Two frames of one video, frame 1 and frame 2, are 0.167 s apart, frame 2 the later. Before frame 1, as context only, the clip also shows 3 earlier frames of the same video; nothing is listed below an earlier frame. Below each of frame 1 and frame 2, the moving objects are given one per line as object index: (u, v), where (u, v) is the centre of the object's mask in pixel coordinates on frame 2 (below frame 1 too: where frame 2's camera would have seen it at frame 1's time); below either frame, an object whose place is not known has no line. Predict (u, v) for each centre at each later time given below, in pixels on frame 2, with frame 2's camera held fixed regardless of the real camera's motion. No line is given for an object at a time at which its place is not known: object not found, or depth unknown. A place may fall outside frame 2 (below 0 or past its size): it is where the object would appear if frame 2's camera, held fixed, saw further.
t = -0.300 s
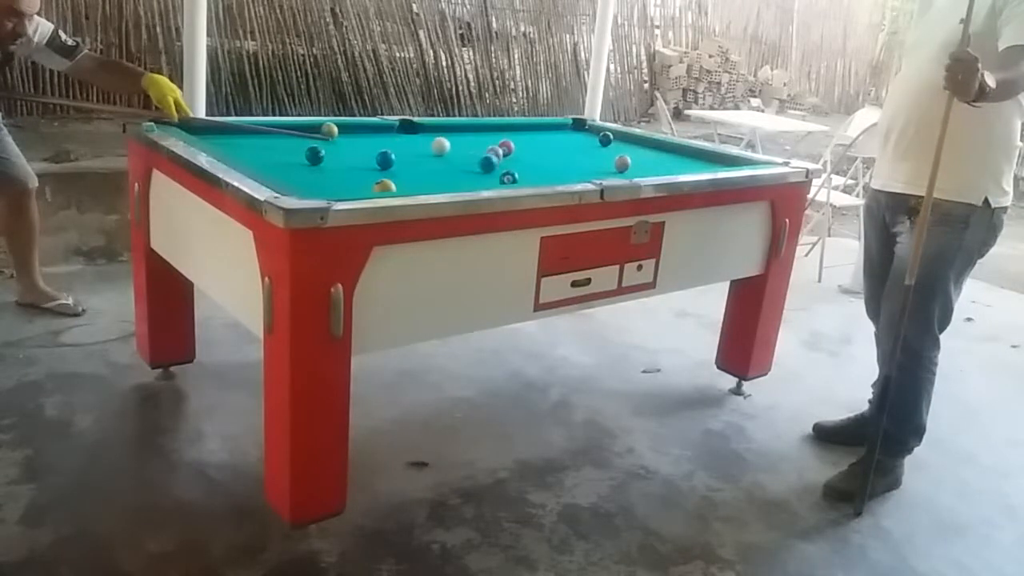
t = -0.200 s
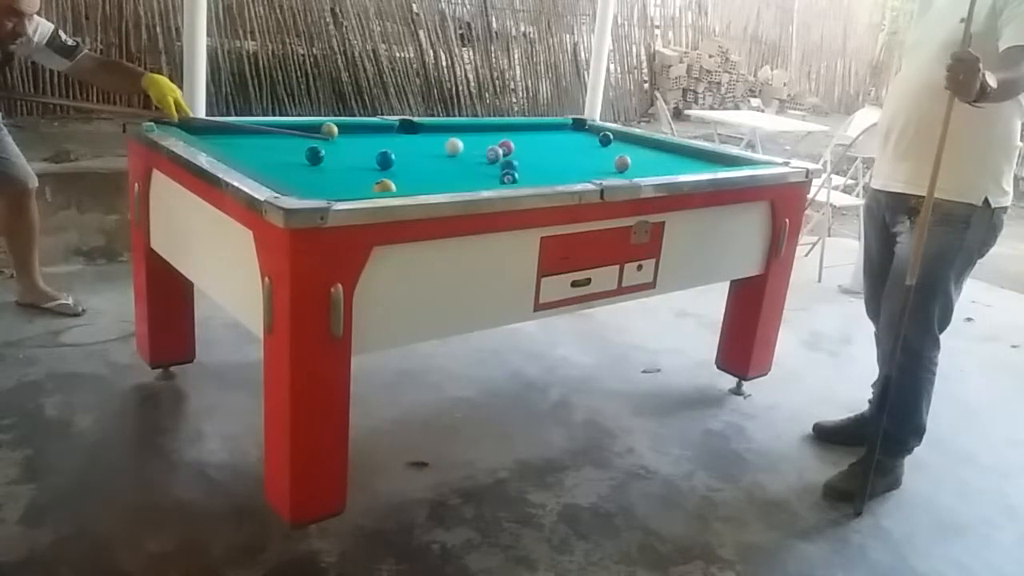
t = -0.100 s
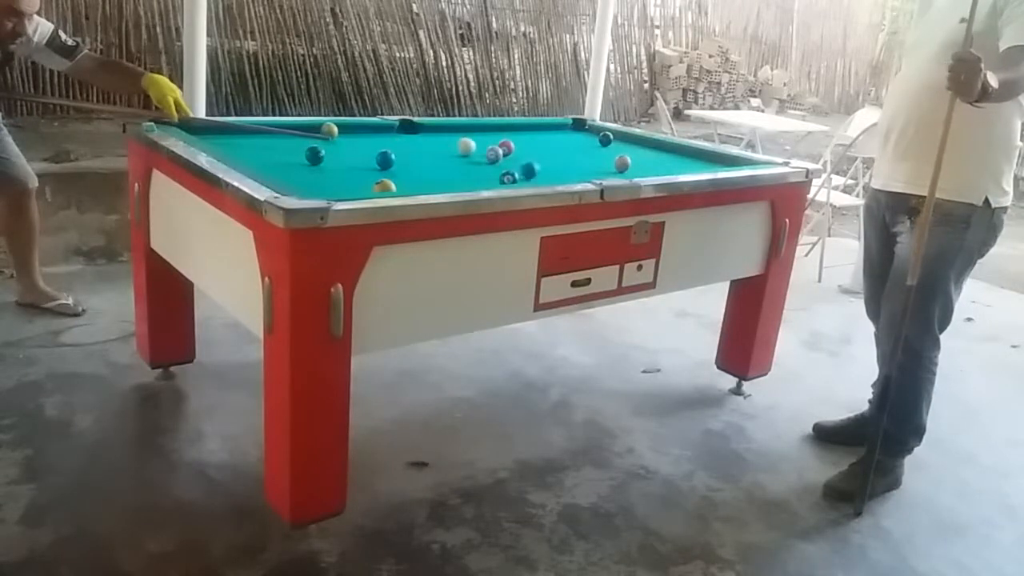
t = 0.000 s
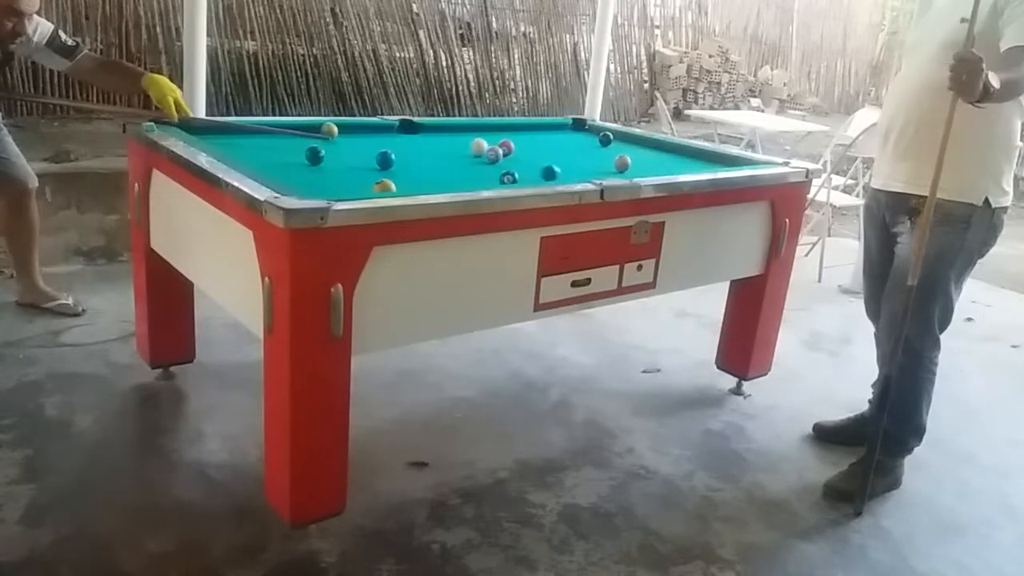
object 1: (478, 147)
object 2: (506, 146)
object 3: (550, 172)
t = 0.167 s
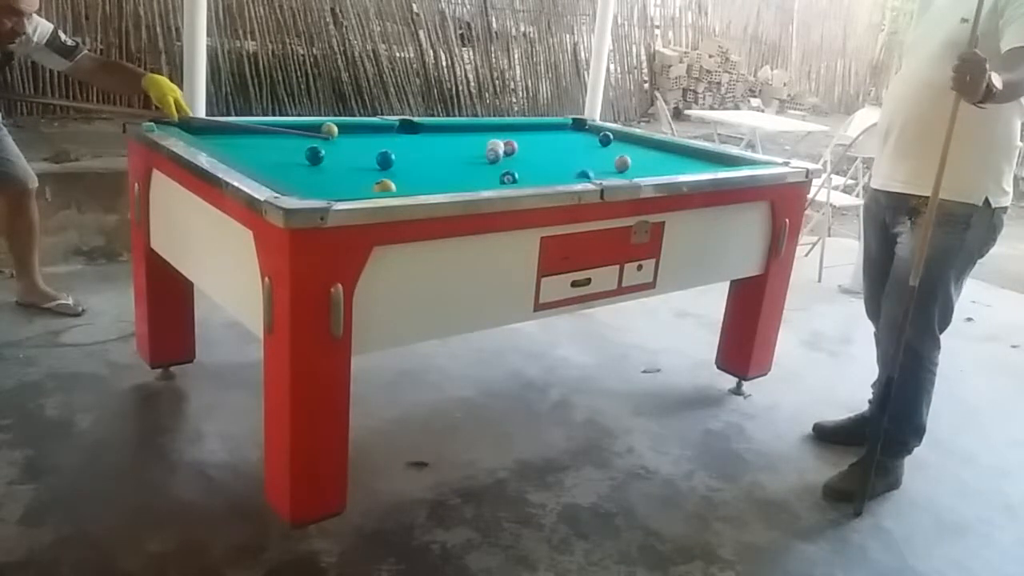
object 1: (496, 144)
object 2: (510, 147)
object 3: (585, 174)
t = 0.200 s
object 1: (498, 144)
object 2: (512, 147)
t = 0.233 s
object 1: (500, 145)
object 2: (513, 147)
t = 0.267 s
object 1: (501, 146)
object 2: (515, 147)
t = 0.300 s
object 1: (503, 147)
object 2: (517, 147)
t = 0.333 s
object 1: (504, 147)
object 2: (519, 147)
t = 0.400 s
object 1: (507, 148)
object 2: (522, 147)
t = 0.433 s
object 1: (508, 149)
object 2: (524, 146)
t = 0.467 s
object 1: (510, 149)
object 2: (526, 147)
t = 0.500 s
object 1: (511, 149)
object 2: (527, 147)
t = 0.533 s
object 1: (511, 149)
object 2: (529, 147)
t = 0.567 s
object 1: (514, 150)
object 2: (530, 147)
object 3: (560, 170)
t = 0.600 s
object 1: (515, 150)
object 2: (532, 146)
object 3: (557, 169)
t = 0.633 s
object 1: (516, 150)
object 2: (533, 146)
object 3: (554, 168)
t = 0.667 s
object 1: (517, 150)
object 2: (535, 146)
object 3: (551, 167)
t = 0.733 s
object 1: (519, 150)
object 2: (538, 146)
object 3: (545, 165)
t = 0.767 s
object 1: (520, 150)
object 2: (539, 146)
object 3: (542, 165)
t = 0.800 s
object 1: (521, 150)
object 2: (541, 145)
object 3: (539, 164)
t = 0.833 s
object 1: (522, 150)
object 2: (542, 145)
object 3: (536, 162)
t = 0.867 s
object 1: (523, 150)
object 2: (544, 146)
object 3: (533, 162)
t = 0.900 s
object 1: (524, 149)
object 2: (545, 145)
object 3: (531, 162)
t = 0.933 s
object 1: (525, 149)
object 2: (547, 145)
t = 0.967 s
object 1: (526, 148)
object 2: (548, 145)
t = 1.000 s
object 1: (528, 148)
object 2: (549, 145)
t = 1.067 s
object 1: (530, 150)
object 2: (552, 145)
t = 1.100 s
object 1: (530, 151)
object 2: (553, 145)
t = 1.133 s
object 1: (531, 151)
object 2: (554, 145)
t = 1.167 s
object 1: (532, 151)
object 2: (556, 145)
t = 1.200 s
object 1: (533, 151)
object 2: (557, 145)
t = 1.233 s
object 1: (534, 151)
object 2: (558, 145)
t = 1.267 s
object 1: (535, 151)
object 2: (559, 145)
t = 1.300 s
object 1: (535, 151)
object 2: (561, 144)
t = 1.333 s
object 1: (536, 151)
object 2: (562, 144)
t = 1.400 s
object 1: (537, 152)
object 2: (564, 144)
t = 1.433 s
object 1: (538, 152)
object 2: (565, 144)
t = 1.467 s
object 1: (538, 152)
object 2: (566, 144)
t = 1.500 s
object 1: (539, 152)
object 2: (567, 144)
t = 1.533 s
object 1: (539, 152)
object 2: (568, 144)
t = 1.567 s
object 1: (540, 152)
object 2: (569, 144)
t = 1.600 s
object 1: (540, 152)
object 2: (570, 144)
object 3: (491, 143)
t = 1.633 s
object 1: (541, 152)
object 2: (571, 144)
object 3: (488, 143)
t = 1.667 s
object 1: (541, 152)
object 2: (572, 144)
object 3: (487, 143)
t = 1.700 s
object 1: (541, 152)
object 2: (572, 144)
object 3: (485, 143)
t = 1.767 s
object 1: (542, 152)
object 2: (574, 144)
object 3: (483, 143)
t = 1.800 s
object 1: (542, 152)
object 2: (575, 144)
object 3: (482, 143)
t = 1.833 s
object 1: (541, 152)
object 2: (576, 144)
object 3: (481, 143)
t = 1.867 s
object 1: (541, 152)
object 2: (577, 144)
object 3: (479, 143)
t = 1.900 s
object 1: (542, 152)
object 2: (577, 144)
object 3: (478, 142)
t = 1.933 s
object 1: (542, 152)
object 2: (578, 144)
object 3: (477, 142)
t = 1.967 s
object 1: (542, 152)
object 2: (579, 144)
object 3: (476, 142)
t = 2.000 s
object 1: (542, 152)
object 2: (580, 144)
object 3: (475, 141)
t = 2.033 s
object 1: (542, 152)
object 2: (580, 144)
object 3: (474, 141)
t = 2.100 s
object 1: (542, 152)
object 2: (582, 144)
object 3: (472, 140)
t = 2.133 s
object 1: (542, 152)
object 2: (583, 144)
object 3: (471, 140)
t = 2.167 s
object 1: (542, 152)
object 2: (583, 144)
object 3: (470, 139)
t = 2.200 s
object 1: (541, 152)
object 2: (584, 144)
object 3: (469, 139)
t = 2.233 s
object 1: (541, 152)
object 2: (584, 144)
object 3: (468, 138)
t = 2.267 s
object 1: (541, 152)
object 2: (585, 144)
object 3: (467, 138)
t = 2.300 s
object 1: (542, 152)
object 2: (586, 144)
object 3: (466, 137)
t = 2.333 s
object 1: (542, 152)
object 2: (586, 144)
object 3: (466, 137)
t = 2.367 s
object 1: (541, 152)
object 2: (587, 144)
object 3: (465, 137)
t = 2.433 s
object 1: (541, 152)
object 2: (587, 144)
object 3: (463, 136)
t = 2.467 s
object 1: (541, 152)
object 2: (587, 145)
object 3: (462, 135)
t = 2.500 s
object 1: (541, 152)
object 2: (588, 145)
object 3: (462, 135)
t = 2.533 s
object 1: (541, 152)
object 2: (588, 145)
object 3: (461, 135)
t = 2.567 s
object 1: (541, 152)
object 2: (589, 144)
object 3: (460, 134)
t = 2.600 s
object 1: (541, 152)
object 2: (589, 145)
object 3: (459, 134)
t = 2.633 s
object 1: (541, 152)
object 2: (589, 144)
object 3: (458, 134)
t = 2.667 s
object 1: (541, 152)
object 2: (589, 144)
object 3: (458, 134)
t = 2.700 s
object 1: (540, 152)
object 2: (589, 144)
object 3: (457, 133)
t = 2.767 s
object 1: (540, 152)
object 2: (590, 144)
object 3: (455, 133)
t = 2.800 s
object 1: (540, 152)
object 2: (590, 144)
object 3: (455, 132)
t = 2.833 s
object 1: (540, 152)
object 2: (590, 144)
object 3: (454, 132)
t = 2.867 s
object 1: (540, 152)
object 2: (590, 144)
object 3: (454, 132)
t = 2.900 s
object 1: (540, 152)
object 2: (589, 144)
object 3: (453, 132)
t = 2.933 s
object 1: (540, 152)
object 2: (589, 144)
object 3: (452, 131)
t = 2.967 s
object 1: (540, 152)
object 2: (589, 144)
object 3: (452, 131)
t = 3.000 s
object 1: (540, 152)
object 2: (589, 144)
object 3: (451, 131)
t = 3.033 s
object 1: (540, 152)
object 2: (589, 144)
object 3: (451, 131)
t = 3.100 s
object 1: (540, 152)
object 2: (589, 144)
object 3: (450, 130)
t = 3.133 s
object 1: (540, 152)
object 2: (589, 144)
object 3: (449, 130)
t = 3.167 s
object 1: (540, 152)
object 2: (589, 144)
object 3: (448, 130)
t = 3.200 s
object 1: (540, 152)
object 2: (589, 144)
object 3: (448, 129)
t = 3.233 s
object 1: (540, 152)
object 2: (589, 144)
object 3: (447, 129)
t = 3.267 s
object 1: (540, 152)
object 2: (589, 144)
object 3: (447, 129)
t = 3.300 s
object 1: (540, 152)
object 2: (589, 144)
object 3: (446, 129)
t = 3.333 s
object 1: (540, 152)
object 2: (589, 144)
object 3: (446, 129)
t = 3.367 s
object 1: (540, 152)
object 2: (589, 144)
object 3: (446, 129)
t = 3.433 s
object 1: (540, 152)
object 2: (589, 144)
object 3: (445, 128)
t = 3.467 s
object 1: (540, 152)
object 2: (589, 144)
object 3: (445, 129)
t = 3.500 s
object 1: (540, 152)
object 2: (589, 144)
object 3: (445, 128)
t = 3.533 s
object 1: (540, 152)
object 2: (589, 144)
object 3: (444, 128)
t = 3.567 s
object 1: (540, 152)
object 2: (589, 144)
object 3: (444, 128)
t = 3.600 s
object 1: (540, 152)
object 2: (589, 144)
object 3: (443, 128)
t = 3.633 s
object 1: (540, 152)
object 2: (589, 144)
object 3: (443, 128)
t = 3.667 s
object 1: (540, 152)
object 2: (589, 144)
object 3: (443, 128)
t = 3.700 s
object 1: (540, 152)
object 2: (589, 144)
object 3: (443, 128)
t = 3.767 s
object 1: (540, 152)
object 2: (589, 144)
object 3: (444, 128)
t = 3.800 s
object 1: (540, 152)
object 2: (589, 144)
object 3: (444, 128)
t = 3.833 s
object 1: (540, 152)
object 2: (589, 144)
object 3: (444, 128)
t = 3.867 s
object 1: (540, 152)
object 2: (589, 144)
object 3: (445, 128)
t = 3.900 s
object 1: (540, 152)
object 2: (589, 144)
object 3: (445, 128)
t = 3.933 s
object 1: (540, 152)
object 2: (589, 144)
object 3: (445, 128)
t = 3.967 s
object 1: (540, 152)
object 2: (589, 144)
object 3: (446, 128)
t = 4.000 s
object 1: (540, 152)
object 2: (589, 144)
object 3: (446, 128)
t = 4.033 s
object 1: (540, 152)
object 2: (589, 144)
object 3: (446, 128)
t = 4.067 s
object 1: (540, 152)
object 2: (589, 144)
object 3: (447, 128)
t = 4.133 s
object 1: (540, 152)
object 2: (589, 144)
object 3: (447, 128)
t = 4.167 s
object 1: (540, 152)
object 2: (589, 144)
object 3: (448, 128)
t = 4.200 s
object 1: (540, 152)
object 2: (589, 144)
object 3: (448, 128)
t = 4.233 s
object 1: (540, 152)
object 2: (589, 144)
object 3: (448, 128)
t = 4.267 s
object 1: (540, 152)
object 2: (589, 144)
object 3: (448, 128)
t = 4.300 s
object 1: (540, 152)
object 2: (589, 144)
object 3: (448, 128)
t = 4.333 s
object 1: (540, 152)
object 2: (589, 144)
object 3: (448, 128)
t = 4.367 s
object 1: (540, 152)
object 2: (589, 144)
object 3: (448, 128)
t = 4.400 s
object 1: (540, 152)
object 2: (589, 144)
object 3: (449, 128)
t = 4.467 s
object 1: (540, 152)
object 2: (589, 144)
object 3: (449, 128)
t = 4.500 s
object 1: (540, 152)
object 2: (589, 144)
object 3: (449, 128)
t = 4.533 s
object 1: (540, 152)
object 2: (589, 144)
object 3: (448, 128)
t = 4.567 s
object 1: (540, 152)
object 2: (589, 144)
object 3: (448, 128)
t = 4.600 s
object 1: (540, 152)
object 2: (589, 144)
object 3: (448, 128)
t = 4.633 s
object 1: (540, 152)
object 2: (589, 144)
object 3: (448, 128)
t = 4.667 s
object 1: (540, 152)
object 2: (589, 144)
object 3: (448, 128)
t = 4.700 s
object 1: (540, 152)
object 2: (589, 144)
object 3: (448, 128)
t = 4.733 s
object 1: (540, 152)
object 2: (589, 144)
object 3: (448, 128)
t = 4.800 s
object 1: (540, 152)
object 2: (589, 144)
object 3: (448, 128)
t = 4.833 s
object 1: (540, 152)
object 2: (589, 144)
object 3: (448, 128)
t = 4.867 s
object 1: (540, 152)
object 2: (589, 144)
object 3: (448, 128)
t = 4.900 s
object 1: (540, 152)
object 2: (589, 144)
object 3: (448, 128)
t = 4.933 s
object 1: (540, 152)
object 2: (589, 144)
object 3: (448, 128)
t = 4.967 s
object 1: (540, 152)
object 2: (589, 144)
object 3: (448, 128)
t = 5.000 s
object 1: (540, 152)
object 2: (589, 144)
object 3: (448, 128)
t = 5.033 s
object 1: (540, 152)
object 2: (589, 144)
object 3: (448, 128)
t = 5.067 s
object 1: (540, 152)
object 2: (589, 144)
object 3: (448, 128)
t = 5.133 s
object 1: (540, 152)
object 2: (589, 144)
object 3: (448, 128)
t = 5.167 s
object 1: (540, 152)
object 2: (589, 144)
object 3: (448, 128)
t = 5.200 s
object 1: (540, 151)
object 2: (589, 144)
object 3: (448, 128)
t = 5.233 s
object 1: (540, 152)
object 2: (589, 144)
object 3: (448, 128)
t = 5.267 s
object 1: (540, 152)
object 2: (589, 144)
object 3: (448, 128)
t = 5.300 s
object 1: (540, 151)
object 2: (589, 144)
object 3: (448, 128)
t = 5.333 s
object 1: (540, 151)
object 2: (589, 144)
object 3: (448, 128)
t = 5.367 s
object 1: (540, 151)
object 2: (589, 144)
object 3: (448, 128)
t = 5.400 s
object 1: (540, 152)
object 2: (589, 144)
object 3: (448, 128)
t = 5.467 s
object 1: (540, 151)
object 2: (589, 144)
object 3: (448, 128)
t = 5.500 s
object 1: (540, 152)
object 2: (589, 144)
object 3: (448, 128)
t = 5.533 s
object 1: (540, 152)
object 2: (589, 144)
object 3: (448, 128)
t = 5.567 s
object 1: (540, 151)
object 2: (589, 144)
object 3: (448, 128)
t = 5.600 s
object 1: (540, 152)
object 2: (589, 144)
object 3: (448, 128)
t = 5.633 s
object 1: (540, 151)
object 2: (589, 144)
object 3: (448, 128)
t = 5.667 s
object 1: (540, 152)
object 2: (589, 144)
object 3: (448, 128)
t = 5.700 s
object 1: (540, 152)
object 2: (589, 144)
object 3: (448, 128)
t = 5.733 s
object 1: (540, 151)
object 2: (589, 144)
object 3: (448, 128)
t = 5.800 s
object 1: (540, 151)
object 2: (589, 144)
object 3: (448, 128)
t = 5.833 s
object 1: (540, 151)
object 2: (589, 144)
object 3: (448, 128)
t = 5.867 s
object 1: (540, 151)
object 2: (589, 144)
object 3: (448, 128)
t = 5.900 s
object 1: (540, 151)
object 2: (589, 144)
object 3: (448, 128)
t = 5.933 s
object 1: (540, 151)
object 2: (589, 144)
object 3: (448, 128)
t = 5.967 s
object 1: (540, 151)
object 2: (589, 144)
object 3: (448, 128)
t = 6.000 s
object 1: (540, 151)
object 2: (589, 144)
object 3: (448, 128)
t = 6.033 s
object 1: (539, 151)
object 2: (589, 144)
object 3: (448, 128)
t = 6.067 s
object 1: (540, 152)
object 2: (589, 144)
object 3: (448, 128)
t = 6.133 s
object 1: (540, 152)
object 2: (589, 144)
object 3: (448, 128)
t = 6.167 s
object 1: (540, 152)
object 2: (589, 144)
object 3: (448, 128)
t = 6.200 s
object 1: (540, 152)
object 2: (589, 144)
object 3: (448, 128)
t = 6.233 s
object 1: (540, 152)
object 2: (589, 144)
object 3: (448, 128)
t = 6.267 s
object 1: (540, 152)
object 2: (589, 144)
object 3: (448, 128)
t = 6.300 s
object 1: (540, 152)
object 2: (589, 144)
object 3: (448, 128)
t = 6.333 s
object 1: (540, 152)
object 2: (589, 144)
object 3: (448, 128)
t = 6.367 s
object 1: (540, 152)
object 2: (589, 144)
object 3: (448, 128)
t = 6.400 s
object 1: (540, 152)
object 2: (589, 144)
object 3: (448, 128)
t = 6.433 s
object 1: (540, 152)
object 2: (589, 144)
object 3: (448, 128)
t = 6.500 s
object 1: (540, 152)
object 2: (589, 144)
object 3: (448, 128)
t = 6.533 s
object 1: (540, 152)
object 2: (589, 144)
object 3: (448, 128)
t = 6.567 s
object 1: (540, 152)
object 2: (589, 144)
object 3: (448, 128)
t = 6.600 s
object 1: (540, 152)
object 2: (589, 144)
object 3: (448, 128)
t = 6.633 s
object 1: (540, 152)
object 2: (589, 144)
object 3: (448, 128)
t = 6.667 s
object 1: (540, 152)
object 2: (589, 144)
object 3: (448, 128)
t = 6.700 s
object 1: (540, 152)
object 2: (589, 144)
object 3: (448, 128)
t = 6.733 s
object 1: (540, 152)
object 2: (589, 144)
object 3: (448, 128)
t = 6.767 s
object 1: (540, 152)
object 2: (589, 144)
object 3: (448, 128)
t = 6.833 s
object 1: (540, 152)
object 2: (589, 144)
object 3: (448, 128)
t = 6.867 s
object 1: (540, 152)
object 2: (589, 144)
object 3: (448, 128)
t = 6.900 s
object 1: (540, 152)
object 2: (589, 144)
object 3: (448, 128)
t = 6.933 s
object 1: (540, 152)
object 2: (589, 144)
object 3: (448, 128)
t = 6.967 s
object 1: (540, 152)
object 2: (589, 144)
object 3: (448, 128)
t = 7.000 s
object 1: (540, 152)
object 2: (589, 144)
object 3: (448, 128)
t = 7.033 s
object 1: (540, 152)
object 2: (589, 144)
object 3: (448, 128)
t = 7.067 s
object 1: (540, 152)
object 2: (589, 144)
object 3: (448, 128)
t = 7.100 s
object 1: (540, 152)
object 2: (589, 144)
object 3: (448, 128)
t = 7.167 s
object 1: (540, 152)
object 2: (589, 144)
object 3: (448, 128)
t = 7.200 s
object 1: (540, 152)
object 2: (589, 144)
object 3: (448, 128)
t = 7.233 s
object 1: (540, 152)
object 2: (589, 144)
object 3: (448, 128)
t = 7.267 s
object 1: (540, 152)
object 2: (589, 144)
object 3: (448, 128)
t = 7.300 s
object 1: (540, 152)
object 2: (589, 144)
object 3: (448, 128)
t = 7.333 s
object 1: (540, 152)
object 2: (589, 144)
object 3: (448, 128)
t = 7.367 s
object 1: (540, 152)
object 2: (589, 144)
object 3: (448, 128)
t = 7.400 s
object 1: (540, 152)
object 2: (589, 144)
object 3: (448, 128)
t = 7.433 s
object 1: (540, 152)
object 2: (589, 144)
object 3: (448, 128)
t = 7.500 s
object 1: (540, 152)
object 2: (589, 144)
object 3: (448, 128)
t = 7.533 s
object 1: (540, 152)
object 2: (589, 144)
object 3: (448, 128)
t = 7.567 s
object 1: (540, 152)
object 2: (589, 144)
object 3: (448, 128)
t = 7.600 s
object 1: (540, 152)
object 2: (589, 144)
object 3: (448, 128)
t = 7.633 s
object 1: (540, 152)
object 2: (589, 144)
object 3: (448, 128)
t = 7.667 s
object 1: (540, 152)
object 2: (589, 144)
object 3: (448, 128)
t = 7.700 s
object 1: (540, 152)
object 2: (589, 144)
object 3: (448, 128)
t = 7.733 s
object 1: (540, 152)
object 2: (589, 144)
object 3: (448, 128)
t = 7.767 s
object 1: (540, 152)
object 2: (589, 144)
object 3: (448, 128)
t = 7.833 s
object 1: (540, 152)
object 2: (589, 144)
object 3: (448, 128)
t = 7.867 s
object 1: (540, 152)
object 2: (589, 144)
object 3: (448, 128)
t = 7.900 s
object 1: (540, 152)
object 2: (589, 144)
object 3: (448, 128)
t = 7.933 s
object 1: (540, 152)
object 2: (589, 144)
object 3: (448, 128)
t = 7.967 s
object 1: (540, 152)
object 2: (589, 144)
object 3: (448, 128)
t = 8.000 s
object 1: (540, 152)
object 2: (589, 144)
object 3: (448, 128)
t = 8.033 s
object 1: (540, 152)
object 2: (589, 144)
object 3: (448, 128)
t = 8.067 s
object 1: (540, 152)
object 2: (589, 144)
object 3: (448, 128)
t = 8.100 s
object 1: (540, 152)
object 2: (589, 144)
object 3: (448, 128)
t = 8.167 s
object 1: (540, 152)
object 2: (589, 144)
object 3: (448, 128)
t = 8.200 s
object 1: (540, 152)
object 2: (589, 144)
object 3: (448, 128)
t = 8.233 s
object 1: (540, 152)
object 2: (589, 144)
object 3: (448, 128)
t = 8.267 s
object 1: (540, 152)
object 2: (589, 144)
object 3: (448, 128)
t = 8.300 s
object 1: (540, 152)
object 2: (589, 144)
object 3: (448, 128)
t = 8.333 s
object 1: (540, 152)
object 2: (589, 144)
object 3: (448, 128)
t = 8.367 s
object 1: (540, 152)
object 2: (589, 144)
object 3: (448, 128)
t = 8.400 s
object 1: (540, 152)
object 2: (589, 144)
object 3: (448, 128)
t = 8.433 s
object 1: (540, 152)
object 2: (589, 144)
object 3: (448, 128)
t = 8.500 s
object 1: (540, 152)
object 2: (589, 144)
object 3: (448, 128)
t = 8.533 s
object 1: (540, 152)
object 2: (589, 144)
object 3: (448, 128)
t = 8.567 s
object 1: (540, 152)
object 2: (589, 144)
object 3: (448, 128)
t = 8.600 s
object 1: (540, 152)
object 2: (589, 144)
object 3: (448, 128)
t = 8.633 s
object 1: (540, 152)
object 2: (589, 144)
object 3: (448, 128)
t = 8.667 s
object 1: (540, 152)
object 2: (589, 144)
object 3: (448, 128)
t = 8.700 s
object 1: (540, 152)
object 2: (589, 144)
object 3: (448, 128)
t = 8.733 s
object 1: (540, 152)
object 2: (589, 144)
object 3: (448, 128)
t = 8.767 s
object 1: (540, 152)
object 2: (589, 144)
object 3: (448, 128)
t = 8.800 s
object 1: (540, 152)
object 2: (589, 144)
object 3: (448, 128)
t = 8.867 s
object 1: (540, 152)
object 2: (589, 144)
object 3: (448, 128)
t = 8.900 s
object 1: (540, 152)
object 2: (589, 144)
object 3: (448, 128)
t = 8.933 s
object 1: (540, 152)
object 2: (589, 144)
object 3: (448, 128)
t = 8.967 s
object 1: (540, 152)
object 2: (589, 144)
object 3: (448, 128)
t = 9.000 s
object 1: (540, 152)
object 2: (589, 144)
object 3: (448, 128)
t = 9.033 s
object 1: (540, 152)
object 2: (589, 144)
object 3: (448, 128)
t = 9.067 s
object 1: (540, 152)
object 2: (589, 144)
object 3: (448, 128)
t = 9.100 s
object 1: (540, 152)
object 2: (589, 144)
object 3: (448, 128)
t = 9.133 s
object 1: (540, 152)
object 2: (589, 144)
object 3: (448, 128)
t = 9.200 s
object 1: (540, 152)
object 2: (589, 144)
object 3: (448, 128)
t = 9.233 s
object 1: (539, 152)
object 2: (589, 144)
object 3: (448, 128)
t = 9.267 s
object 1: (540, 152)
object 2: (589, 144)
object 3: (448, 128)
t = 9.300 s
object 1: (539, 152)
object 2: (589, 144)
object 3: (448, 128)
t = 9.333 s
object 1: (540, 152)
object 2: (589, 144)
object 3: (448, 128)
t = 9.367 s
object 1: (540, 152)
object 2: (589, 144)
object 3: (448, 128)
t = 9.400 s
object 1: (540, 152)
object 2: (589, 144)
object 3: (448, 128)
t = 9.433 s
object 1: (540, 152)
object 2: (589, 144)
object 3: (448, 128)
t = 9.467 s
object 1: (540, 152)
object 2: (589, 144)
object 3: (448, 128)
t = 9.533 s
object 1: (539, 152)
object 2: (589, 144)
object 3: (448, 128)
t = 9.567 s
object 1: (540, 152)
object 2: (589, 144)
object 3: (448, 128)
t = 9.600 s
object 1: (539, 152)
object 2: (589, 144)
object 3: (448, 128)
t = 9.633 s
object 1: (540, 152)
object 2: (589, 144)
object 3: (448, 128)
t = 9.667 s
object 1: (540, 152)
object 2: (589, 144)
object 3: (448, 128)
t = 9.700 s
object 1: (540, 152)
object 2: (589, 144)
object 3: (448, 128)
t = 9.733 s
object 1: (540, 152)
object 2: (589, 144)
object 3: (448, 128)
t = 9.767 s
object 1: (540, 152)
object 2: (589, 144)
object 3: (448, 128)
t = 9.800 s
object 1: (540, 152)
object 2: (589, 144)
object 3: (448, 128)
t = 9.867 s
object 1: (540, 152)
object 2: (589, 144)
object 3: (448, 128)
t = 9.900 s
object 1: (540, 152)
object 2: (589, 144)
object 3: (448, 128)
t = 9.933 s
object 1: (540, 152)
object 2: (589, 144)
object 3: (448, 128)
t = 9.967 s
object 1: (540, 152)
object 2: (589, 144)
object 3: (448, 128)
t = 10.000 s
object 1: (540, 152)
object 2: (589, 144)
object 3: (448, 128)
